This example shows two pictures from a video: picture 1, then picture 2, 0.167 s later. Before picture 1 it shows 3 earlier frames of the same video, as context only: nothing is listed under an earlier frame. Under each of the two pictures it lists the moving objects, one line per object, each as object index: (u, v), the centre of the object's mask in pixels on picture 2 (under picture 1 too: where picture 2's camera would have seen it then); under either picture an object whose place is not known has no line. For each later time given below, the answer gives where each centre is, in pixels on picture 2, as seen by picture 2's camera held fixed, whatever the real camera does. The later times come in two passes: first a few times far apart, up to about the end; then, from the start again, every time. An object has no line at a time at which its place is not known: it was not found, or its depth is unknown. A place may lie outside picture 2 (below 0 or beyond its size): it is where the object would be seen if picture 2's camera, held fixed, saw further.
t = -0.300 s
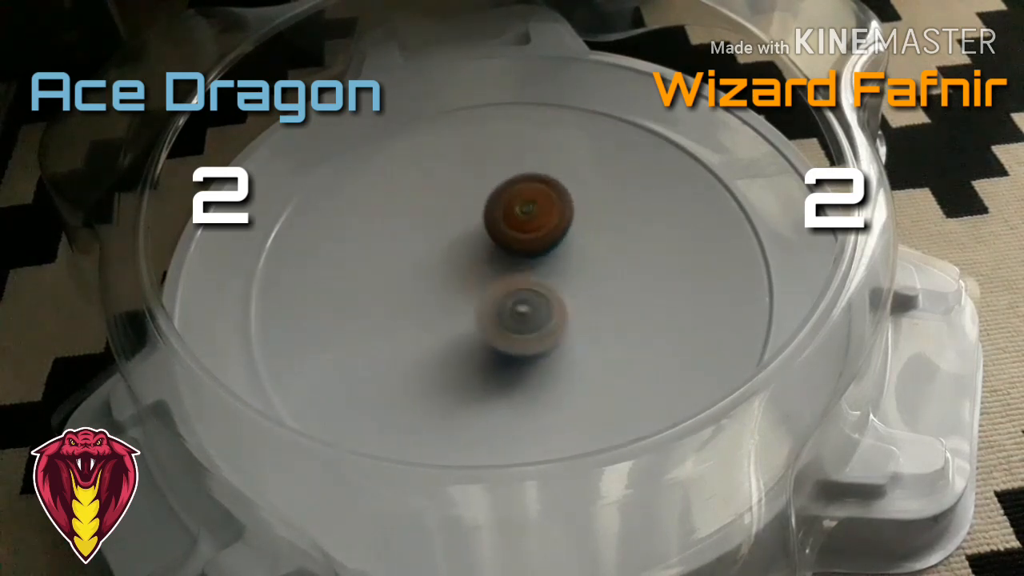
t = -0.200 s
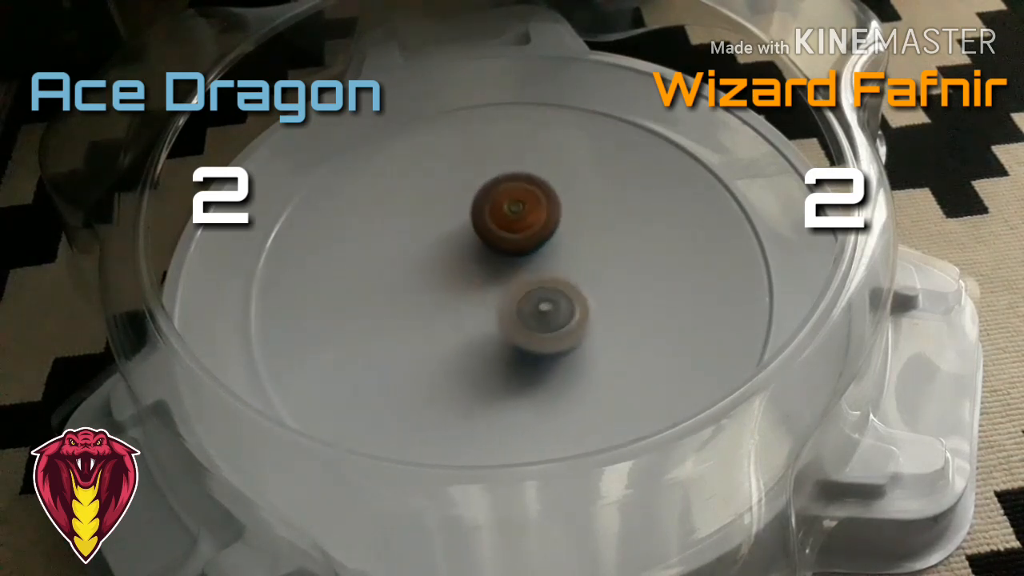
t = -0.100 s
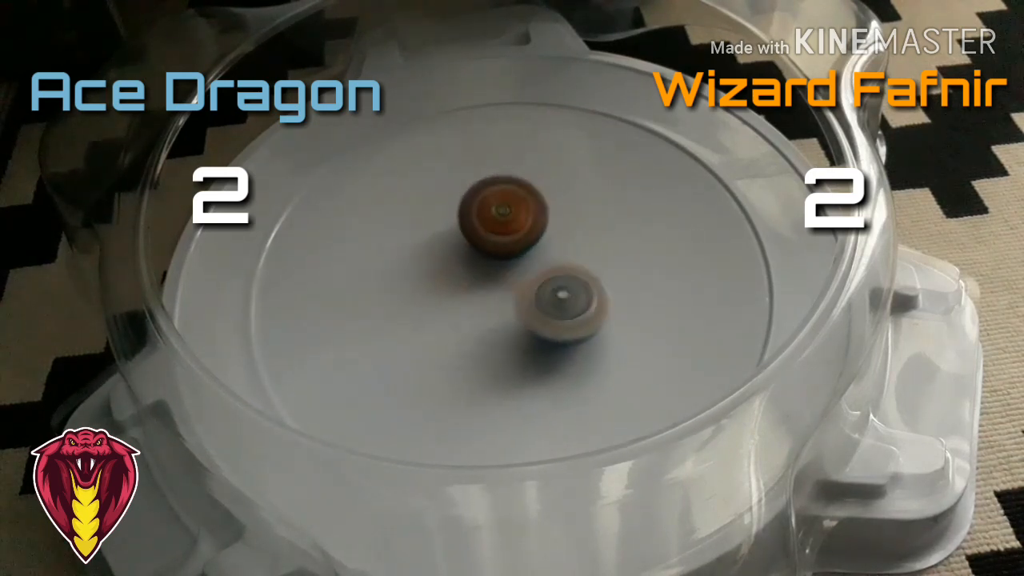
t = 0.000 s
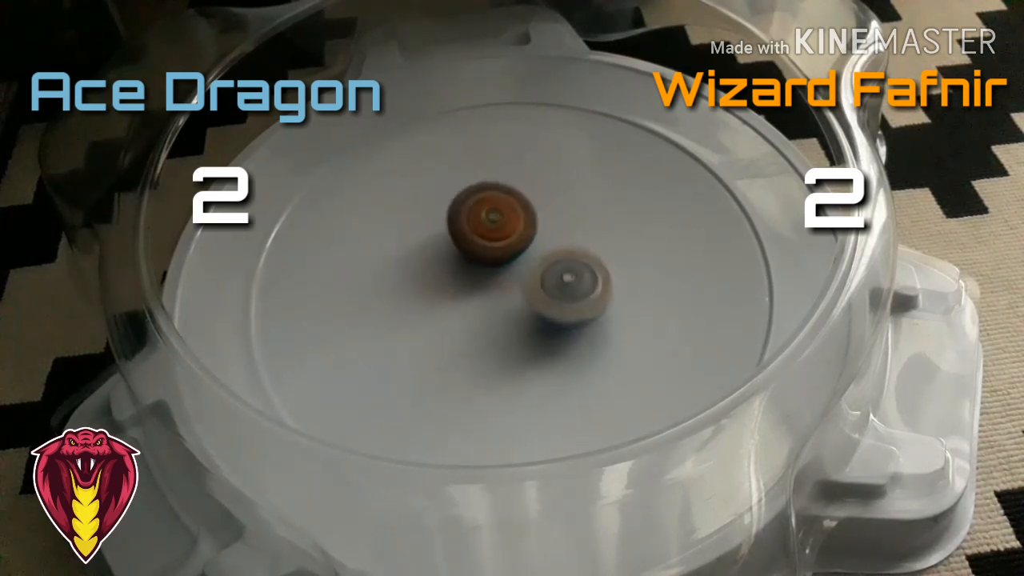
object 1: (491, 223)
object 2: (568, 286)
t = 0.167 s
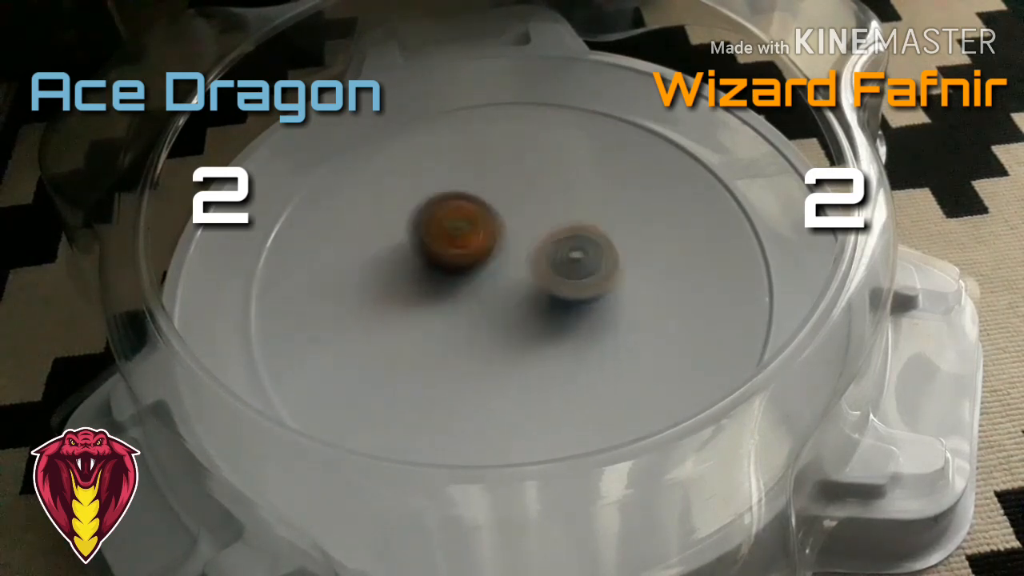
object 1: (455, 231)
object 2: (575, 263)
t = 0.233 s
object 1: (430, 231)
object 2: (593, 259)
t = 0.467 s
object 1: (417, 254)
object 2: (612, 236)
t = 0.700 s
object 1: (444, 280)
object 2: (563, 236)
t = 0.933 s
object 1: (476, 306)
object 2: (535, 243)
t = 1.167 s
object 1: (500, 321)
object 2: (534, 222)
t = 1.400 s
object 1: (527, 305)
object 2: (512, 227)
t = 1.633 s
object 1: (553, 303)
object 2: (471, 218)
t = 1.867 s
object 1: (553, 287)
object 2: (440, 225)
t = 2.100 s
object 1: (547, 277)
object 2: (442, 250)
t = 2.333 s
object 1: (544, 280)
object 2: (437, 266)
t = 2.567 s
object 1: (552, 281)
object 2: (434, 279)
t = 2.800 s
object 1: (580, 274)
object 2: (433, 285)
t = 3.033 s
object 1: (596, 261)
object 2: (405, 290)
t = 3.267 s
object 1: (579, 253)
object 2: (428, 286)
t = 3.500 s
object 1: (559, 255)
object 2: (460, 275)
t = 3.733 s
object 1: (564, 260)
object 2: (447, 273)
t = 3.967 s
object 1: (560, 266)
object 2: (460, 268)
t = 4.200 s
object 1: (580, 263)
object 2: (429, 265)
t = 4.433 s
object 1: (574, 259)
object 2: (435, 265)
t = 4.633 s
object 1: (569, 264)
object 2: (461, 264)
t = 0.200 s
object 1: (440, 231)
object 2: (584, 261)
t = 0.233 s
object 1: (430, 231)
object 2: (593, 259)
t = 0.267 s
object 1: (425, 233)
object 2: (599, 255)
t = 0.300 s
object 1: (422, 236)
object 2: (605, 253)
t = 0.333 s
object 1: (420, 239)
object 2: (609, 250)
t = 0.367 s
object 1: (418, 243)
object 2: (612, 246)
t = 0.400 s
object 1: (417, 246)
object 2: (614, 243)
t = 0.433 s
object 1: (417, 250)
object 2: (614, 239)
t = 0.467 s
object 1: (417, 254)
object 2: (612, 236)
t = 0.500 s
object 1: (419, 258)
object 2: (608, 233)
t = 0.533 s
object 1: (421, 262)
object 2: (602, 232)
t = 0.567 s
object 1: (423, 266)
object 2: (597, 231)
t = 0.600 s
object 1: (427, 270)
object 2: (589, 231)
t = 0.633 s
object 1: (432, 274)
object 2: (581, 232)
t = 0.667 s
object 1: (437, 277)
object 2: (573, 233)
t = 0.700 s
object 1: (444, 280)
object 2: (563, 236)
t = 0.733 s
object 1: (452, 284)
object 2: (556, 238)
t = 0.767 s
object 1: (460, 287)
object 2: (546, 240)
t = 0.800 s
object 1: (464, 292)
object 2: (540, 244)
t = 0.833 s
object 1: (463, 298)
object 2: (539, 243)
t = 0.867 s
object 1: (466, 302)
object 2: (538, 243)
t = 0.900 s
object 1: (471, 304)
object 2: (537, 242)
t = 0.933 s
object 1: (476, 306)
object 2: (535, 243)
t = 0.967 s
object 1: (478, 311)
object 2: (535, 241)
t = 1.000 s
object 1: (479, 316)
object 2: (538, 237)
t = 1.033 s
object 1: (482, 319)
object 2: (539, 233)
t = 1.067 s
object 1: (486, 320)
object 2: (538, 230)
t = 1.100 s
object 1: (490, 321)
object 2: (537, 227)
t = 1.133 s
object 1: (495, 321)
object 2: (536, 224)
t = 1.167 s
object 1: (500, 321)
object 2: (534, 222)
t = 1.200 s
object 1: (504, 320)
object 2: (531, 220)
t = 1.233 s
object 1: (508, 319)
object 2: (528, 220)
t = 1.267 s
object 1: (512, 317)
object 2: (525, 220)
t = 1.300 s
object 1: (516, 314)
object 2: (521, 221)
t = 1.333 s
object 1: (520, 312)
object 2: (518, 223)
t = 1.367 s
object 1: (524, 308)
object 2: (515, 225)
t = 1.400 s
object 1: (527, 305)
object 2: (512, 227)
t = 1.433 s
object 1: (532, 305)
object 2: (508, 227)
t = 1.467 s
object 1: (535, 302)
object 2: (503, 228)
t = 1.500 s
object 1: (537, 300)
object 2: (498, 228)
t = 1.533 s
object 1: (544, 304)
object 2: (490, 224)
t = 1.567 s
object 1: (549, 306)
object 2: (484, 222)
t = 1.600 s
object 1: (551, 305)
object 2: (477, 220)
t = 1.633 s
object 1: (553, 303)
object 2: (471, 218)
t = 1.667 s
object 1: (554, 301)
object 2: (464, 217)
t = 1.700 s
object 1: (555, 300)
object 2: (458, 217)
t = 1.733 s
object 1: (556, 298)
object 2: (453, 217)
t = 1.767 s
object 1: (556, 296)
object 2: (448, 218)
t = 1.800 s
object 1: (555, 292)
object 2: (445, 220)
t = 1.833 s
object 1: (554, 290)
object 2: (443, 222)
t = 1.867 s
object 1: (553, 287)
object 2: (440, 225)
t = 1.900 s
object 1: (551, 285)
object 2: (439, 229)
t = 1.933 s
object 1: (549, 282)
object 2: (439, 233)
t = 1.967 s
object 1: (546, 280)
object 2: (440, 237)
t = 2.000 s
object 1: (543, 279)
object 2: (442, 241)
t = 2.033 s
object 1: (539, 277)
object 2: (446, 246)
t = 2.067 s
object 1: (539, 275)
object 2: (447, 249)
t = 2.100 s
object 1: (547, 277)
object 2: (442, 250)
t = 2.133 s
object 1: (552, 278)
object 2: (439, 252)
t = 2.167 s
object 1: (553, 278)
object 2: (437, 253)
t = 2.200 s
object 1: (551, 278)
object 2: (434, 255)
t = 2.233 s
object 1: (549, 279)
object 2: (434, 258)
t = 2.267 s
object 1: (548, 279)
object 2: (435, 260)
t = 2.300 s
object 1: (546, 279)
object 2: (435, 263)
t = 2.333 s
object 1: (544, 280)
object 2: (437, 266)
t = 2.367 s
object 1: (542, 281)
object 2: (441, 267)
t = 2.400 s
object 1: (544, 281)
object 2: (441, 269)
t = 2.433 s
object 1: (548, 281)
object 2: (437, 271)
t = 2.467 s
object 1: (549, 280)
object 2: (435, 274)
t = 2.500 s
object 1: (550, 281)
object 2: (433, 275)
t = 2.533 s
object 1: (551, 281)
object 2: (433, 278)
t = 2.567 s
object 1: (552, 281)
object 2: (434, 279)
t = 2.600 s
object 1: (552, 281)
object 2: (436, 280)
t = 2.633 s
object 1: (553, 281)
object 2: (440, 282)
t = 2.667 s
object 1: (552, 280)
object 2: (443, 283)
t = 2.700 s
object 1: (552, 280)
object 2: (447, 284)
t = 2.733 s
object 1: (552, 279)
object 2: (452, 284)
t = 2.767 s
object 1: (565, 276)
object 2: (445, 284)
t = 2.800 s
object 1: (580, 274)
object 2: (433, 285)
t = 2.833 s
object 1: (588, 271)
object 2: (428, 286)
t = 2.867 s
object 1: (592, 269)
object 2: (422, 287)
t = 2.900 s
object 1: (593, 268)
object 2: (417, 288)
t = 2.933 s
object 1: (595, 266)
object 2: (412, 288)
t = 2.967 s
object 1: (596, 265)
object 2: (408, 289)
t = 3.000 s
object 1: (596, 263)
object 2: (406, 290)
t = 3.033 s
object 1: (596, 261)
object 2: (405, 290)
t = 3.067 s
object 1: (595, 259)
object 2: (405, 290)
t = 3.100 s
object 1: (594, 257)
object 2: (406, 290)
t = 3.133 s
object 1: (592, 256)
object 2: (408, 290)
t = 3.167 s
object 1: (589, 255)
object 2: (411, 290)
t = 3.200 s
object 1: (586, 254)
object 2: (416, 289)
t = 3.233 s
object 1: (583, 254)
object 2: (421, 288)
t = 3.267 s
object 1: (579, 253)
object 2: (428, 286)
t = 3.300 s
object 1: (574, 254)
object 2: (435, 285)
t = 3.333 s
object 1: (569, 254)
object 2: (443, 282)
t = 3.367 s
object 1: (564, 256)
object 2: (450, 280)
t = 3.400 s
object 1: (558, 257)
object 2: (459, 278)
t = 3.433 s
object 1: (559, 256)
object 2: (459, 277)
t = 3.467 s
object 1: (561, 255)
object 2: (459, 275)
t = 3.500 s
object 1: (559, 255)
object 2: (460, 275)
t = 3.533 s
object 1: (559, 256)
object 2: (460, 274)
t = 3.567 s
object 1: (562, 255)
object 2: (455, 273)
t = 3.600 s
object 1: (562, 256)
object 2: (453, 274)
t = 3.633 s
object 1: (562, 258)
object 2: (450, 273)
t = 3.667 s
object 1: (564, 258)
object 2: (448, 274)
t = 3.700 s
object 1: (564, 259)
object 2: (449, 273)
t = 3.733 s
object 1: (564, 260)
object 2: (447, 273)
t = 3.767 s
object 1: (564, 261)
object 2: (448, 273)
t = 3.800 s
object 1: (564, 262)
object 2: (449, 272)
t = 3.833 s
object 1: (563, 262)
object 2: (450, 272)
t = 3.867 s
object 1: (562, 264)
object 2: (454, 271)
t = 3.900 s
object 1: (561, 264)
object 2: (455, 270)
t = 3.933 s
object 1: (560, 266)
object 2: (460, 270)
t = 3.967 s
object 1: (560, 266)
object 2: (460, 268)
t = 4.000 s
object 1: (568, 266)
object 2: (455, 268)
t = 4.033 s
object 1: (574, 266)
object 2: (447, 267)
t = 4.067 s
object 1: (575, 265)
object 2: (442, 267)
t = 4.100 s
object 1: (575, 265)
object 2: (437, 266)
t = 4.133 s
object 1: (577, 265)
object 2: (433, 265)
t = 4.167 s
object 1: (579, 265)
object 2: (431, 265)
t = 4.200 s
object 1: (580, 263)
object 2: (429, 265)
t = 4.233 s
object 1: (580, 263)
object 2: (428, 266)
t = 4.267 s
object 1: (580, 262)
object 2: (428, 264)
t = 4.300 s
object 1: (580, 261)
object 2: (427, 265)
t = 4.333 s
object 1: (579, 261)
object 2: (429, 264)
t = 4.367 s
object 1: (577, 260)
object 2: (430, 265)
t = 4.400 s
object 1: (576, 259)
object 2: (433, 265)
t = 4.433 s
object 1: (574, 259)
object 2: (435, 265)
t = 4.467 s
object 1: (572, 259)
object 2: (440, 266)
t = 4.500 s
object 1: (570, 260)
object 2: (443, 265)
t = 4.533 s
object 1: (568, 260)
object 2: (450, 266)
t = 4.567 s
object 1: (565, 262)
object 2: (456, 265)
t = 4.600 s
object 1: (563, 263)
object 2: (463, 266)
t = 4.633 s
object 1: (569, 264)
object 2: (461, 264)
